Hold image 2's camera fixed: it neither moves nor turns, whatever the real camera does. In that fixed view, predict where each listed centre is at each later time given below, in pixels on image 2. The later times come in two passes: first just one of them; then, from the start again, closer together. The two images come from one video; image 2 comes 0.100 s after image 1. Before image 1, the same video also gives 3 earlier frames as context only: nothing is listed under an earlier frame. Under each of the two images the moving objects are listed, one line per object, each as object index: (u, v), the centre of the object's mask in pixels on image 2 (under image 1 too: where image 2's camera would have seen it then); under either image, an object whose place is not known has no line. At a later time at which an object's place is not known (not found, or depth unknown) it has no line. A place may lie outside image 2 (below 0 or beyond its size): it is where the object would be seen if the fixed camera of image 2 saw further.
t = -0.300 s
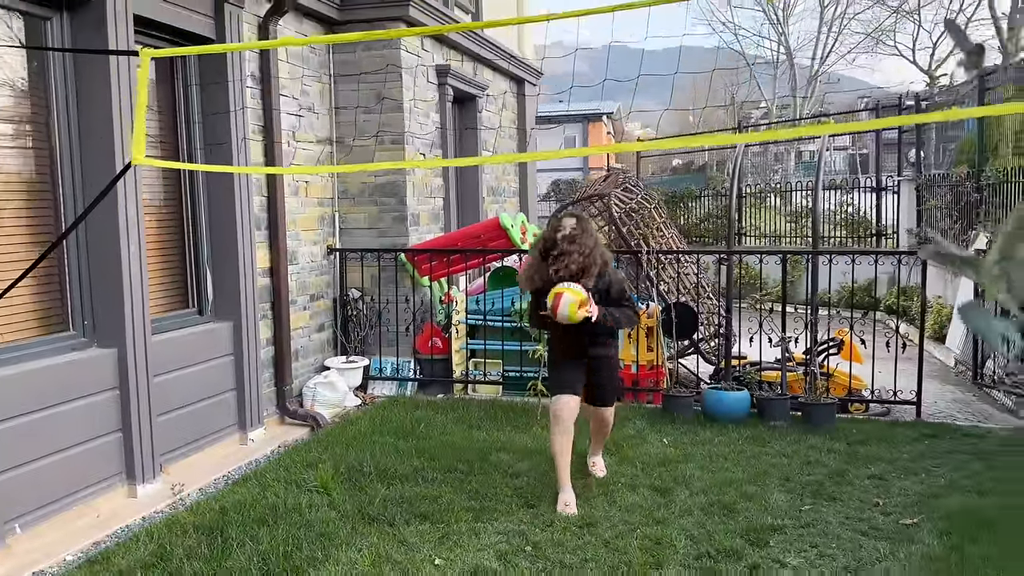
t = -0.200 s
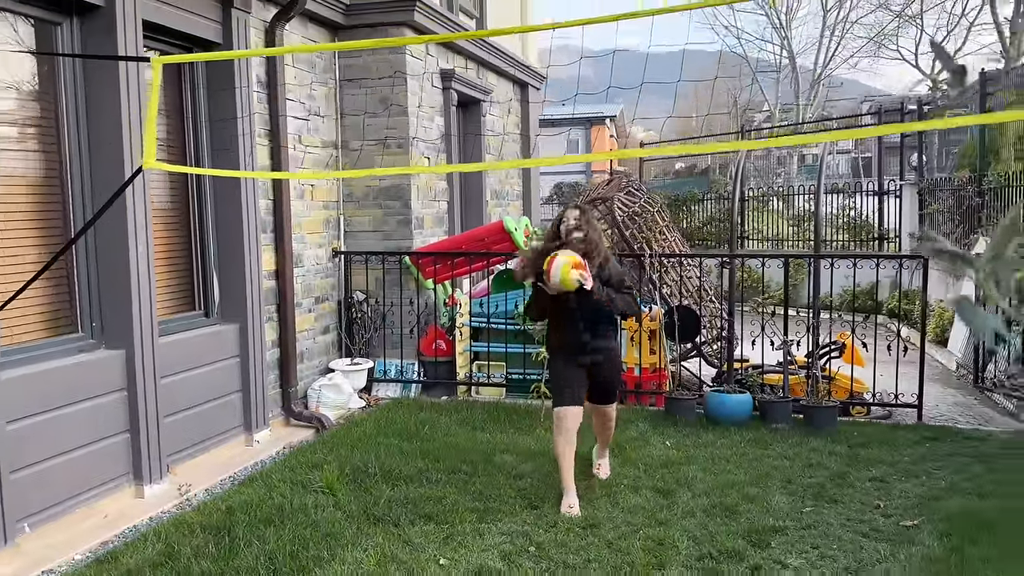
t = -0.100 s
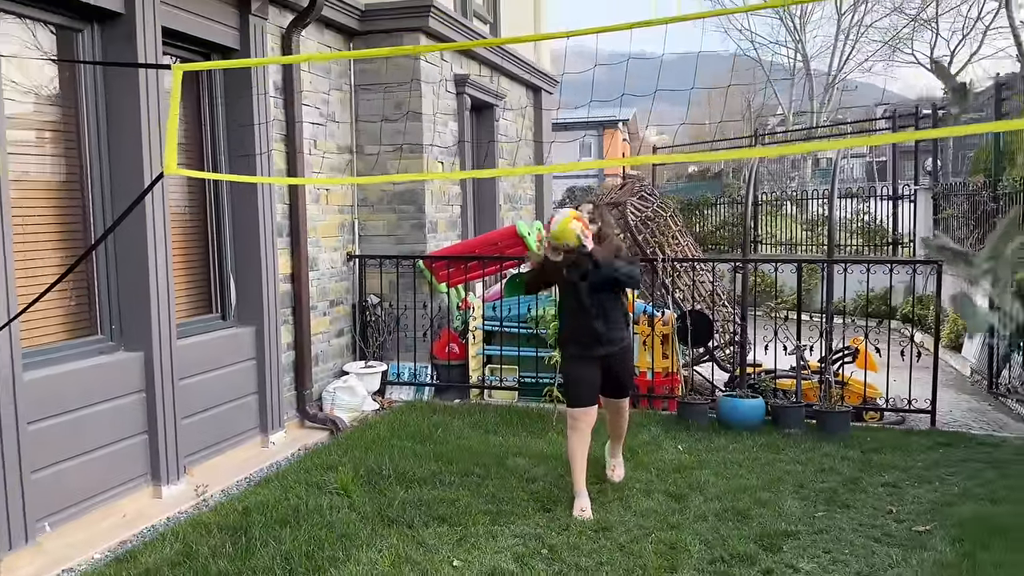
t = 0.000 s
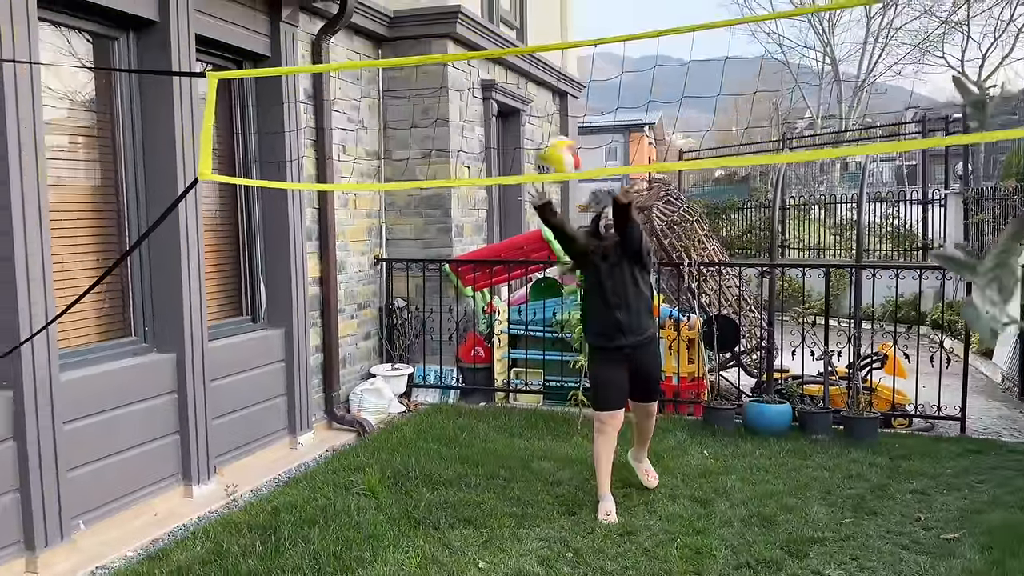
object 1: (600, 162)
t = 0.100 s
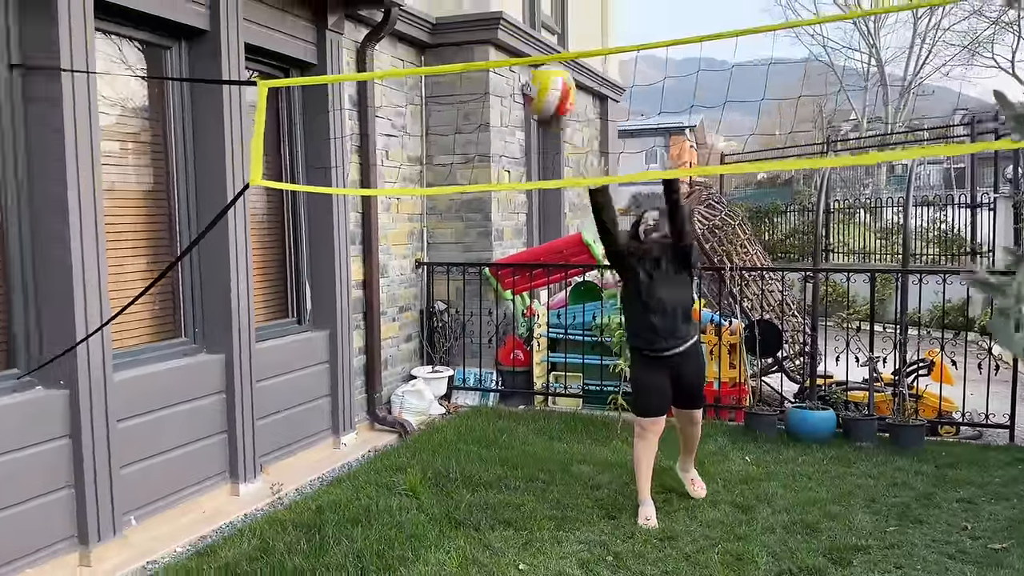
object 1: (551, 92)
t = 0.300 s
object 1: (420, 3)
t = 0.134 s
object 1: (531, 72)
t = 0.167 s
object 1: (512, 48)
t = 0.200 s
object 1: (490, 33)
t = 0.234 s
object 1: (469, 18)
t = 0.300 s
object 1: (420, 3)
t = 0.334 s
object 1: (392, -1)
